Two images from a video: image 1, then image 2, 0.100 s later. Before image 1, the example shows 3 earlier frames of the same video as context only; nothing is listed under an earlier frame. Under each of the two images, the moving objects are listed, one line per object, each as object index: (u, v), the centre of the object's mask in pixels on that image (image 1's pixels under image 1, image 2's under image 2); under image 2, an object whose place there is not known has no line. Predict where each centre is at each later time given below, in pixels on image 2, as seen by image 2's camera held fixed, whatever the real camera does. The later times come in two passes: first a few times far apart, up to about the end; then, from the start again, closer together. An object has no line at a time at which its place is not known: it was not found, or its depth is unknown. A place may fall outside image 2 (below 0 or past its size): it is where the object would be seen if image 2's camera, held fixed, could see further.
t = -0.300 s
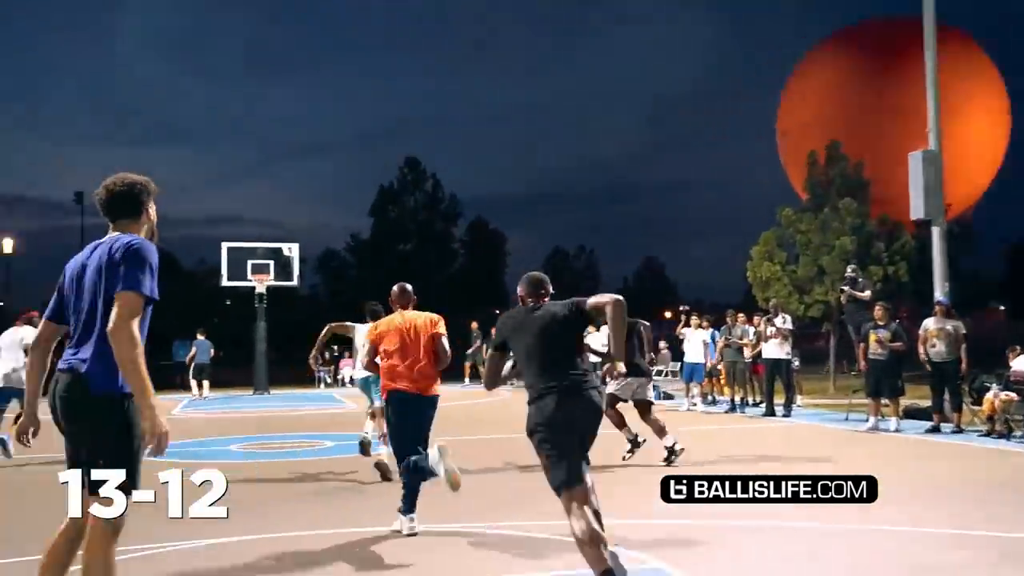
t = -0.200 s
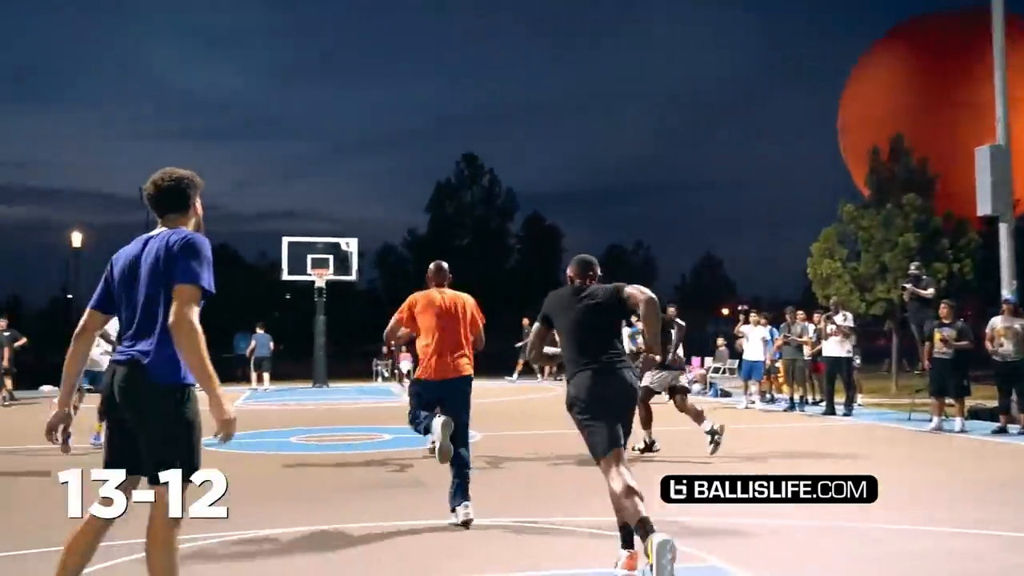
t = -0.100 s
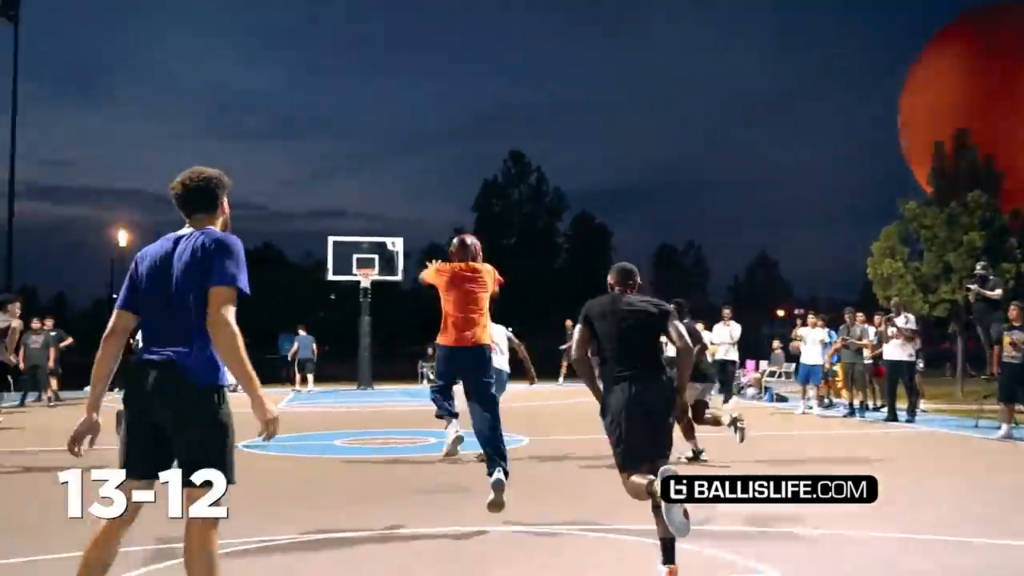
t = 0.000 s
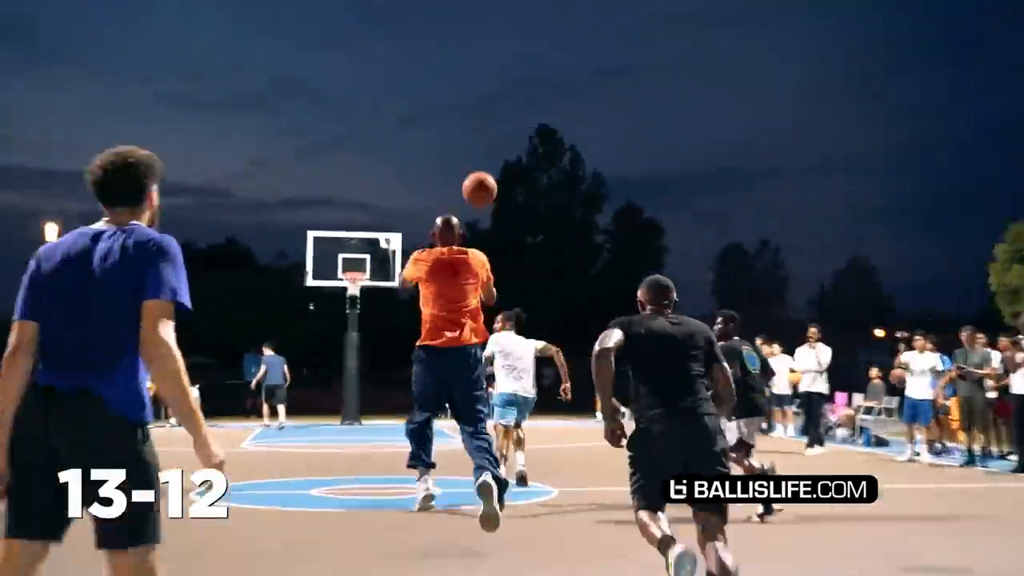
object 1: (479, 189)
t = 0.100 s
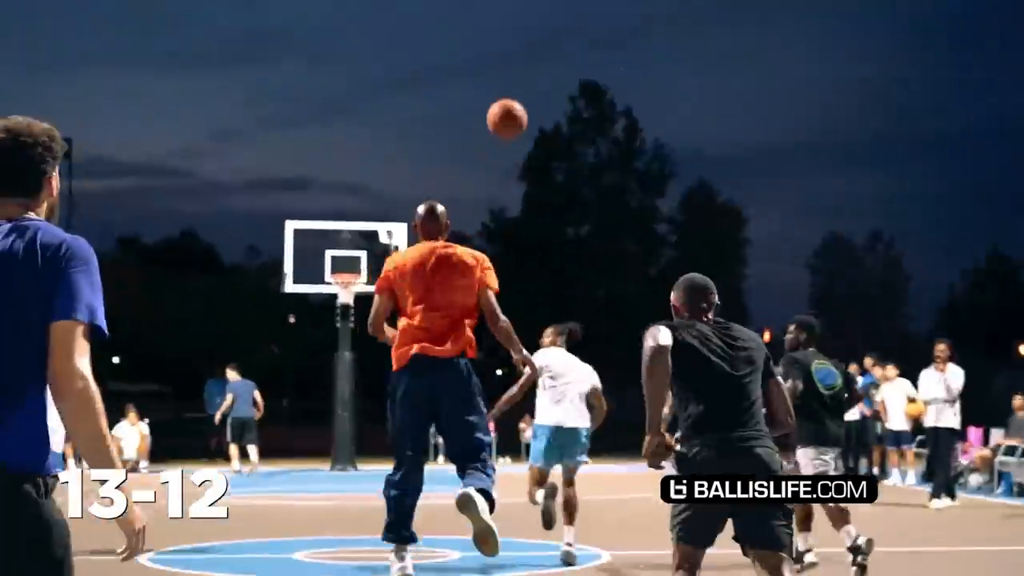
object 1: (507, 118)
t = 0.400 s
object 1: (507, 89)
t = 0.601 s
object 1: (501, 127)
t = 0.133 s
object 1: (507, 108)
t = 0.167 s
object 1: (508, 101)
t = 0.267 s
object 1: (509, 87)
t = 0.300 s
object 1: (508, 85)
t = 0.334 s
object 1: (508, 85)
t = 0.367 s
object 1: (507, 86)
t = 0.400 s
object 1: (507, 89)
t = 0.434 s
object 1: (506, 93)
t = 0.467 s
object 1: (505, 98)
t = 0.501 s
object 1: (505, 104)
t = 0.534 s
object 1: (503, 110)
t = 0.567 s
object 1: (502, 118)
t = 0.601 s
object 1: (501, 127)
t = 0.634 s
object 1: (500, 136)
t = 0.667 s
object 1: (499, 145)
